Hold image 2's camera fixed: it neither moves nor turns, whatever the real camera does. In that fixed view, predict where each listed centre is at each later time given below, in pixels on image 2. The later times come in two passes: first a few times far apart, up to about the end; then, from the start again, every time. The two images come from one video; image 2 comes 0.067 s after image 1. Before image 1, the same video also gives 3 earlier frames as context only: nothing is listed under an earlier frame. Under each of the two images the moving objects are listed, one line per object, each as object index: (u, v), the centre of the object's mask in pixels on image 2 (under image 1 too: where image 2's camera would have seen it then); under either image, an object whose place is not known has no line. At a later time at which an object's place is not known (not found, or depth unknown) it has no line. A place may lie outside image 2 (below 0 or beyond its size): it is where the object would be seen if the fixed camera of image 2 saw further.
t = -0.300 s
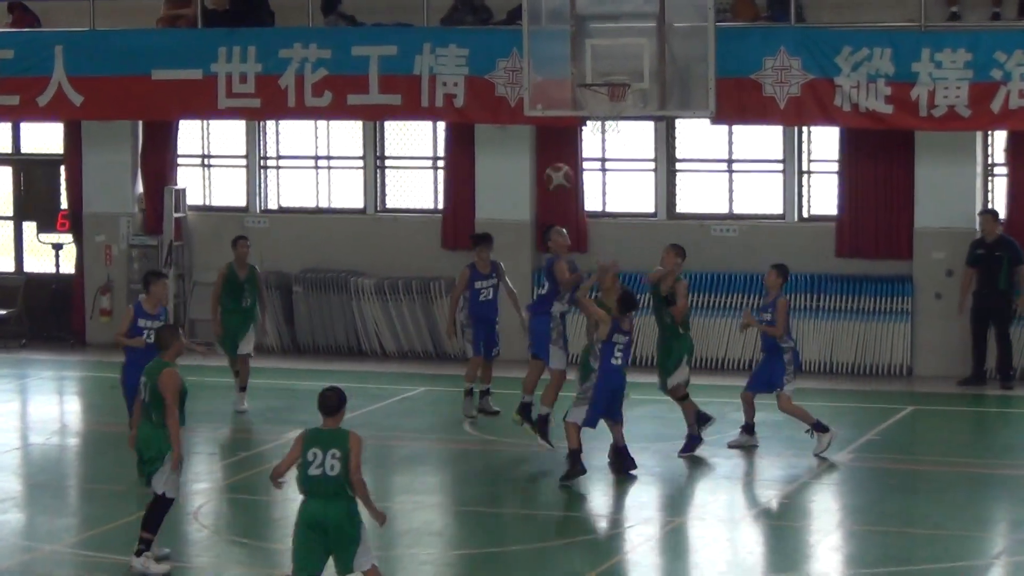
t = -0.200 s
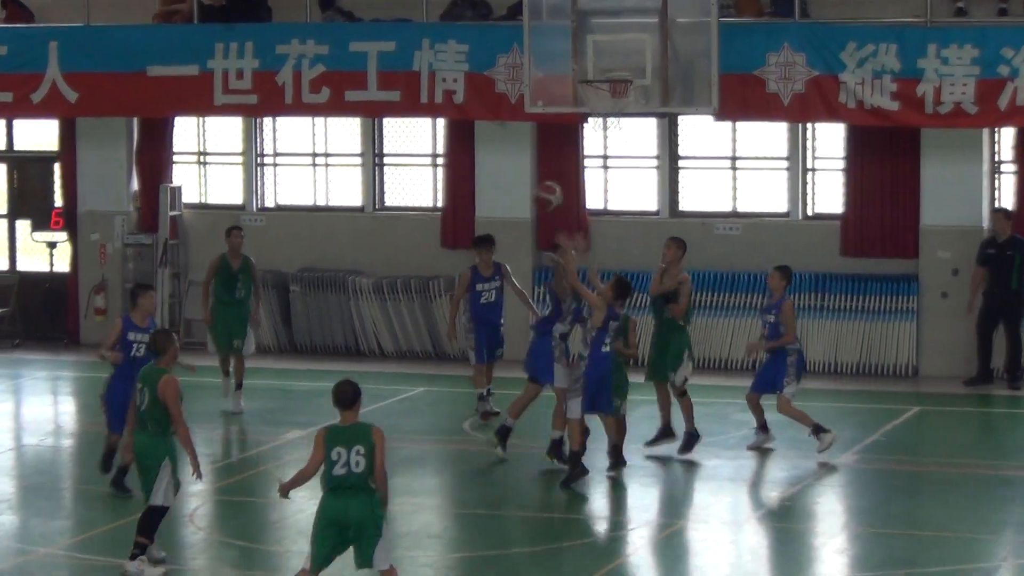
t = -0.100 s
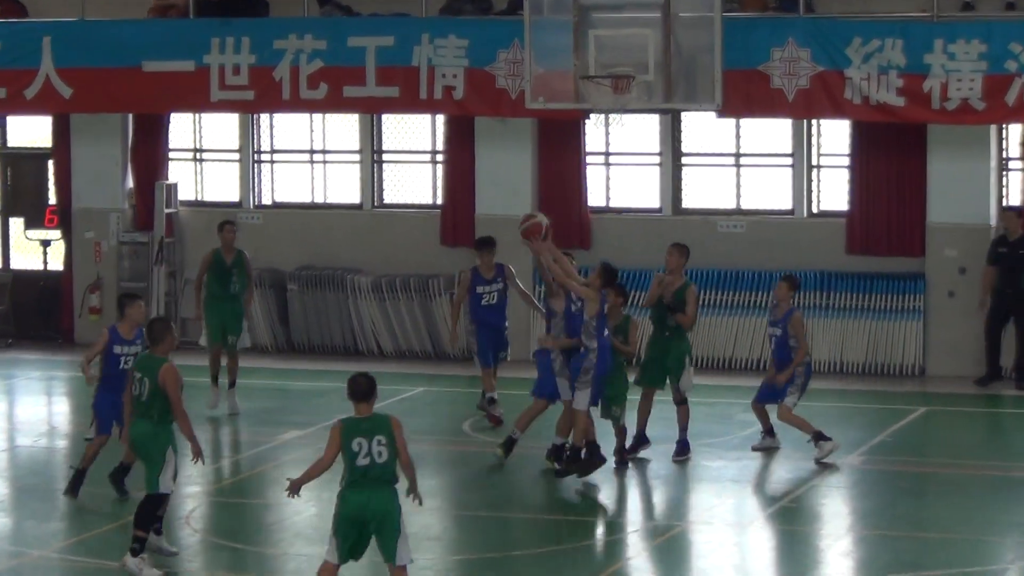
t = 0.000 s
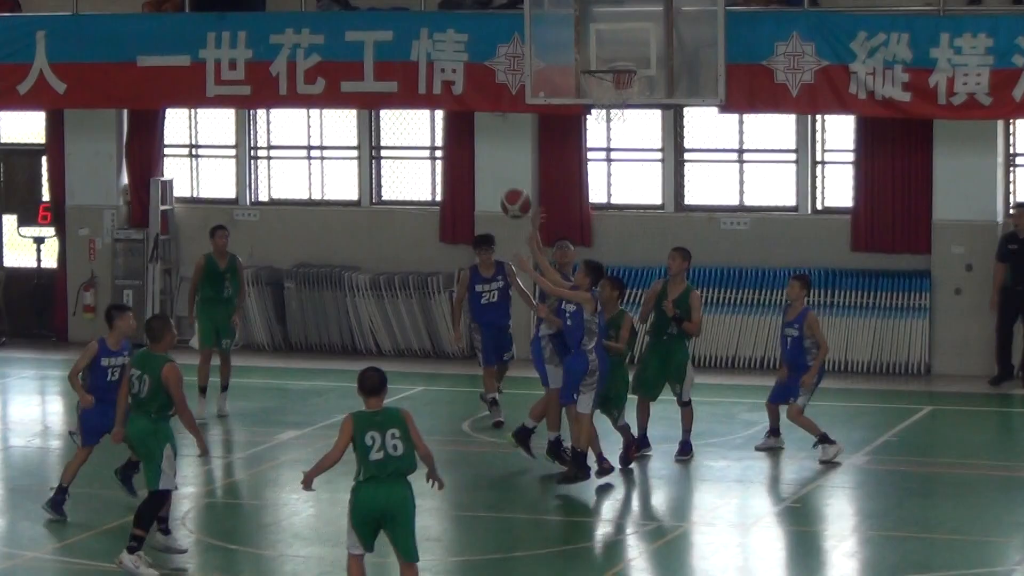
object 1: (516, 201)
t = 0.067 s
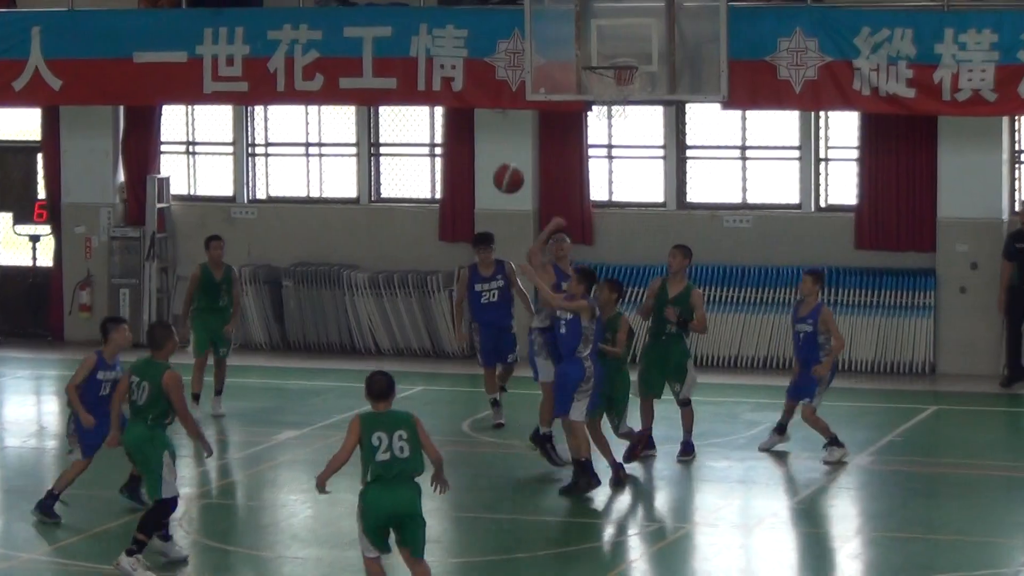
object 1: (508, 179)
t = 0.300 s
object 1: (481, 142)
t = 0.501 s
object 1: (457, 168)
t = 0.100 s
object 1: (504, 169)
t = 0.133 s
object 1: (500, 161)
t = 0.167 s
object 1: (497, 154)
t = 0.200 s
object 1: (492, 149)
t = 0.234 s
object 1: (489, 146)
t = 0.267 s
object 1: (485, 143)
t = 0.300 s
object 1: (481, 142)
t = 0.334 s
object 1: (476, 143)
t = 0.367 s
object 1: (472, 145)
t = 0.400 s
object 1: (468, 149)
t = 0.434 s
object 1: (465, 153)
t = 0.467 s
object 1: (460, 161)
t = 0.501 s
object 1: (457, 168)
